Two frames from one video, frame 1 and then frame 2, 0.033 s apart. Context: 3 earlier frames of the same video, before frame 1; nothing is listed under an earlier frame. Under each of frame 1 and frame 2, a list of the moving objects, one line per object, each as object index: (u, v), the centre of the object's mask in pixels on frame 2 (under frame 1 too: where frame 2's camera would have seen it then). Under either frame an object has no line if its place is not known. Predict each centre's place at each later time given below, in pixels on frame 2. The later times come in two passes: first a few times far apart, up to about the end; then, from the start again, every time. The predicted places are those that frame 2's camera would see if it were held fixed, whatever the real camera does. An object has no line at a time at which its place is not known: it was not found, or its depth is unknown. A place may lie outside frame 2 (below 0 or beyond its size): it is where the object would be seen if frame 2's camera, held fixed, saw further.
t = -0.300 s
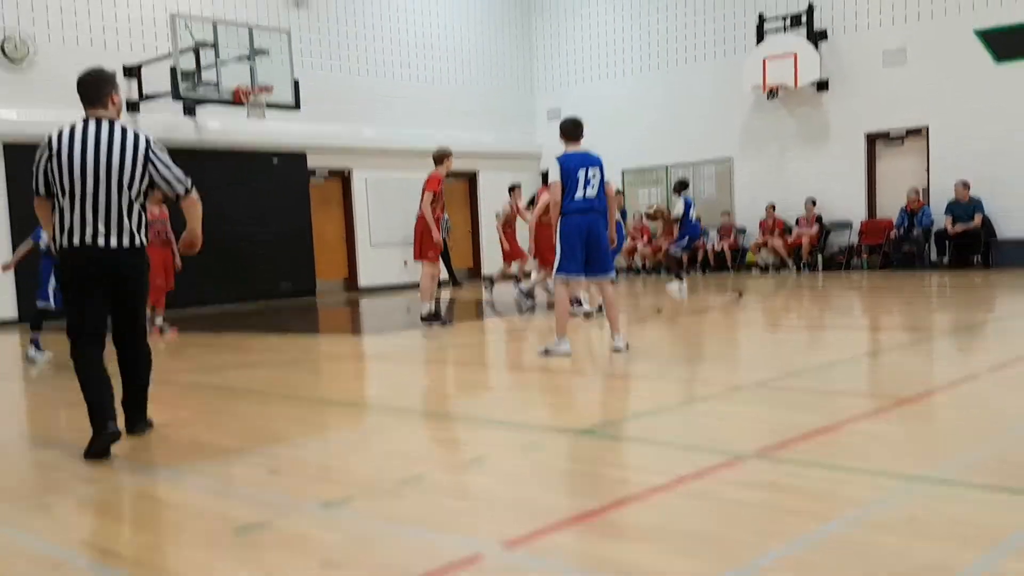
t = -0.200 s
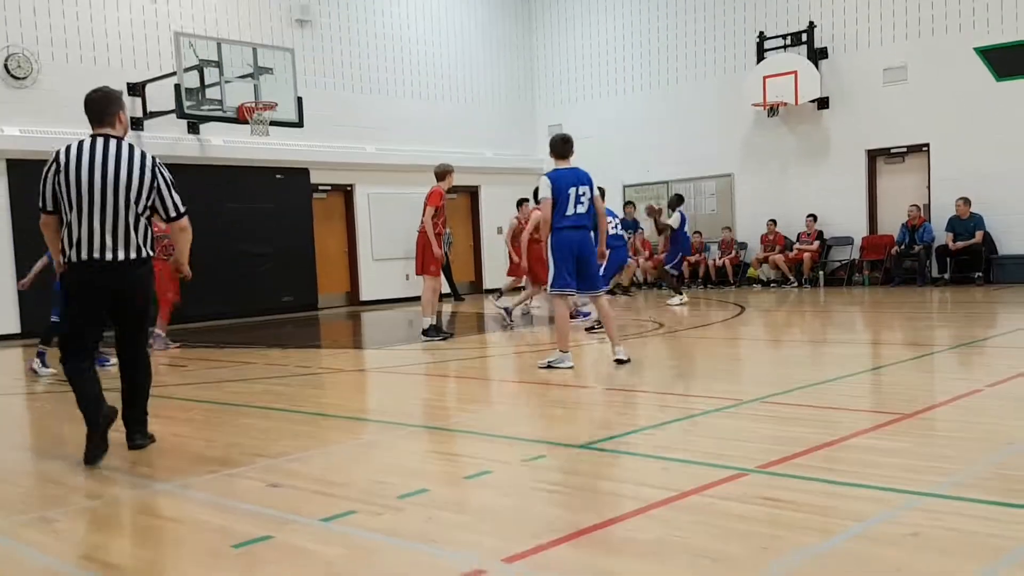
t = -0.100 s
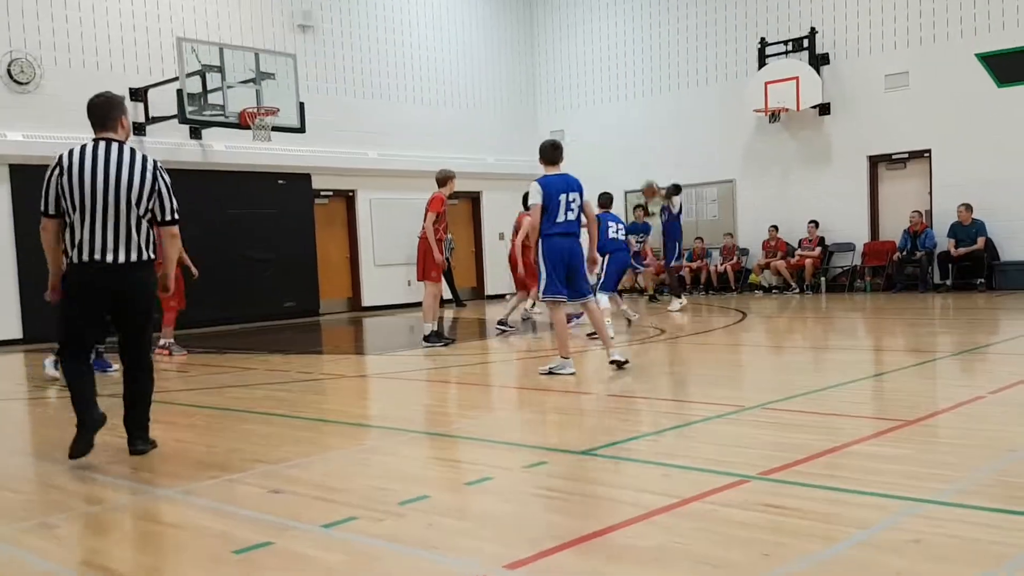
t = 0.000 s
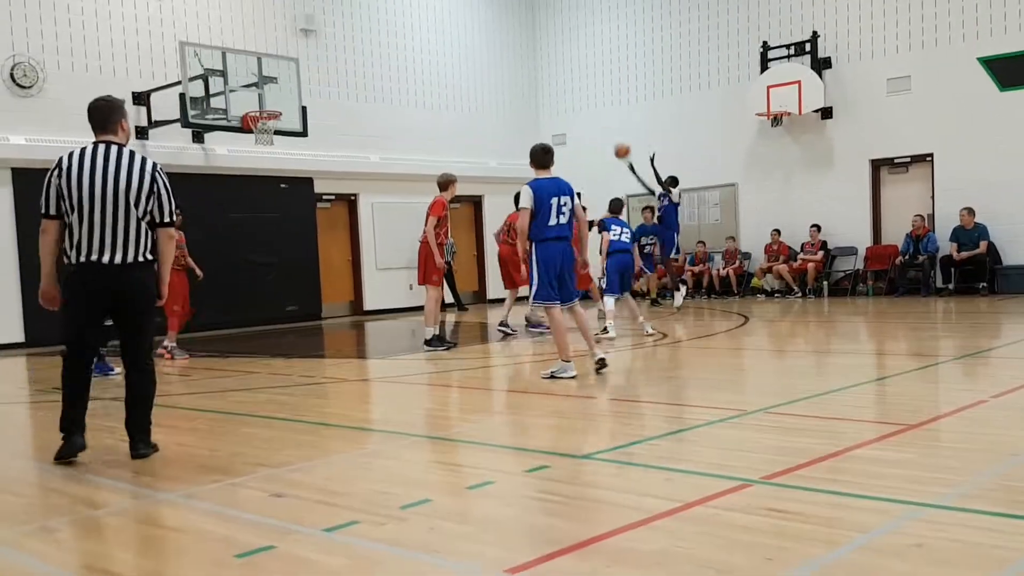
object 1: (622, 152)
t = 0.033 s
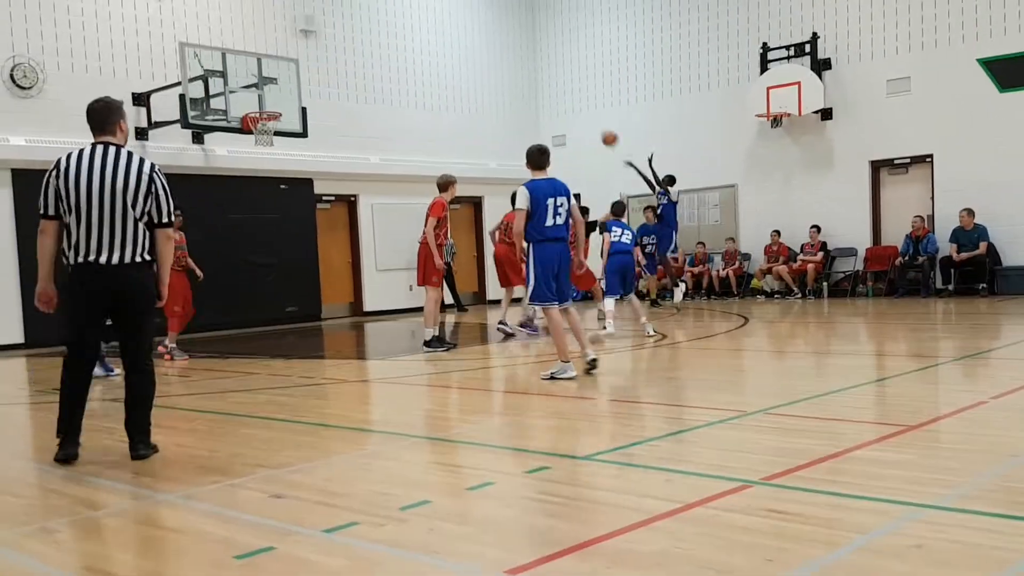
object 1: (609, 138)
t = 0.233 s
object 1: (537, 73)
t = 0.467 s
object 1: (454, 31)
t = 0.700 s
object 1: (375, 29)
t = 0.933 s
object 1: (299, 68)
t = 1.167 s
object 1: (266, 87)
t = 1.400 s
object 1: (308, 47)
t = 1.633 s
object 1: (355, 48)
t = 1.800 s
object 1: (394, 76)
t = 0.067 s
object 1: (597, 125)
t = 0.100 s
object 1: (585, 114)
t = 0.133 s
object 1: (573, 102)
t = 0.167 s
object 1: (561, 92)
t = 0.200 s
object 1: (549, 82)
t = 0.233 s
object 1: (537, 73)
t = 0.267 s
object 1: (526, 65)
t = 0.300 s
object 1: (514, 57)
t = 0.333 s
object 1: (502, 50)
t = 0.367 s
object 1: (490, 44)
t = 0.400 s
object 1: (477, 39)
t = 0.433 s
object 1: (466, 35)
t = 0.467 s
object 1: (454, 31)
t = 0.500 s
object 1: (443, 28)
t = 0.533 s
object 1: (431, 26)
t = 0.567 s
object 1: (419, 25)
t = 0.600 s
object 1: (409, 25)
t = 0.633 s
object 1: (397, 26)
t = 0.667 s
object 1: (385, 27)
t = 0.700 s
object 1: (375, 29)
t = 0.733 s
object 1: (364, 32)
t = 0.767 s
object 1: (353, 37)
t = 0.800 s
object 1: (341, 41)
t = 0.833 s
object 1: (331, 46)
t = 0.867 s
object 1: (320, 53)
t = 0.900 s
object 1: (309, 59)
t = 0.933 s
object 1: (299, 68)
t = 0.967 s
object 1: (288, 76)
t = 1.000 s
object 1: (278, 86)
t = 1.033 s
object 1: (268, 96)
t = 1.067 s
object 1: (257, 106)
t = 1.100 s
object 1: (256, 106)
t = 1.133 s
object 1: (261, 97)
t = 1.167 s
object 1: (266, 87)
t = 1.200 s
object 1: (272, 80)
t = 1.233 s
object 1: (278, 73)
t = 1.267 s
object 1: (283, 66)
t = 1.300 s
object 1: (289, 60)
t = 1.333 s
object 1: (295, 55)
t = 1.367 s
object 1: (301, 51)
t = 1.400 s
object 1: (308, 47)
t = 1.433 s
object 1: (314, 44)
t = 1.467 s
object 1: (321, 43)
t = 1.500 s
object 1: (327, 42)
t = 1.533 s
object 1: (334, 42)
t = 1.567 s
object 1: (341, 43)
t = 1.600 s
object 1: (348, 45)
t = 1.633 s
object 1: (355, 48)
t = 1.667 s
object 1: (363, 51)
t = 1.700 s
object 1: (371, 56)
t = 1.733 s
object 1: (378, 61)
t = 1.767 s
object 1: (386, 68)
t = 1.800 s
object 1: (394, 76)
